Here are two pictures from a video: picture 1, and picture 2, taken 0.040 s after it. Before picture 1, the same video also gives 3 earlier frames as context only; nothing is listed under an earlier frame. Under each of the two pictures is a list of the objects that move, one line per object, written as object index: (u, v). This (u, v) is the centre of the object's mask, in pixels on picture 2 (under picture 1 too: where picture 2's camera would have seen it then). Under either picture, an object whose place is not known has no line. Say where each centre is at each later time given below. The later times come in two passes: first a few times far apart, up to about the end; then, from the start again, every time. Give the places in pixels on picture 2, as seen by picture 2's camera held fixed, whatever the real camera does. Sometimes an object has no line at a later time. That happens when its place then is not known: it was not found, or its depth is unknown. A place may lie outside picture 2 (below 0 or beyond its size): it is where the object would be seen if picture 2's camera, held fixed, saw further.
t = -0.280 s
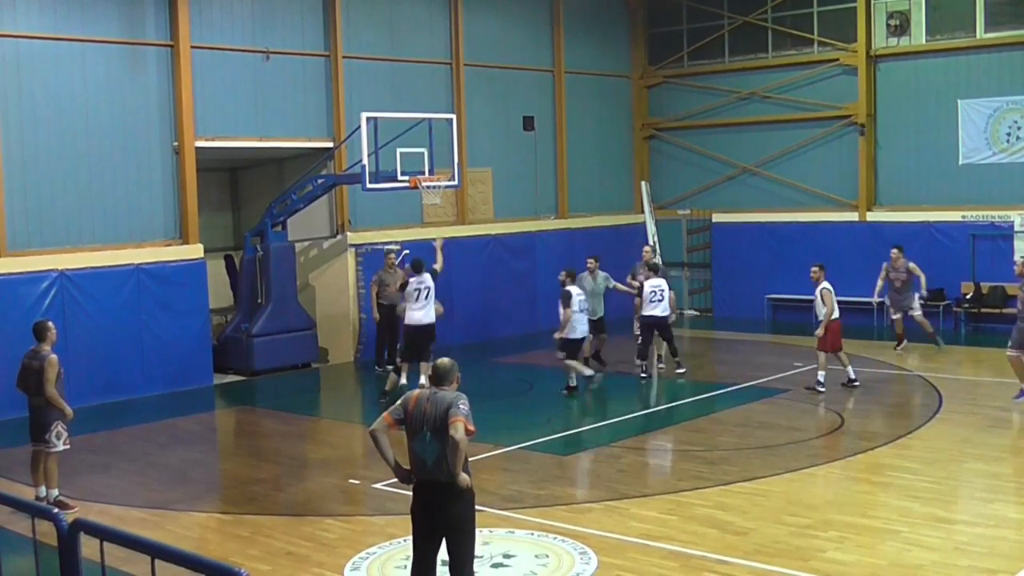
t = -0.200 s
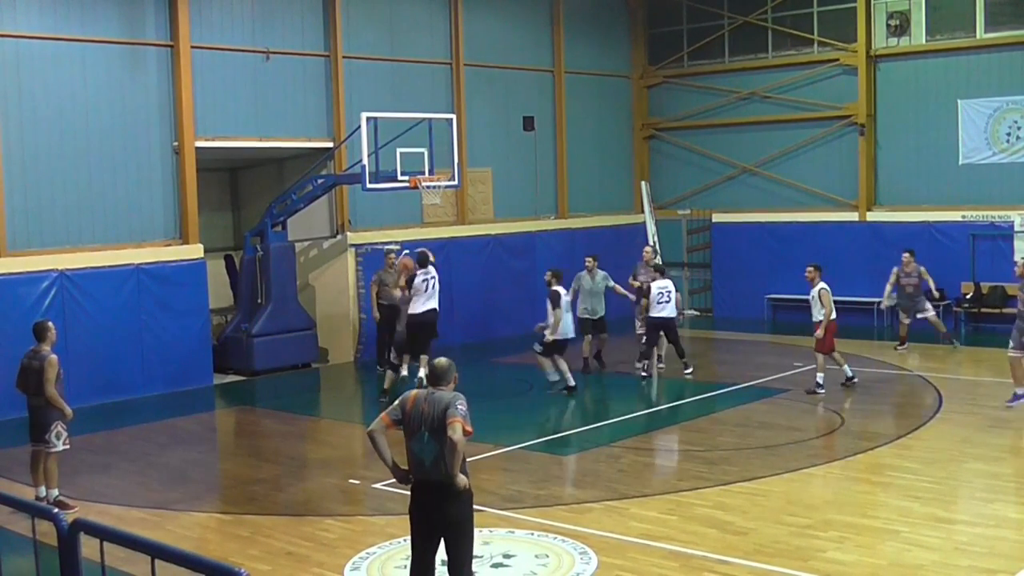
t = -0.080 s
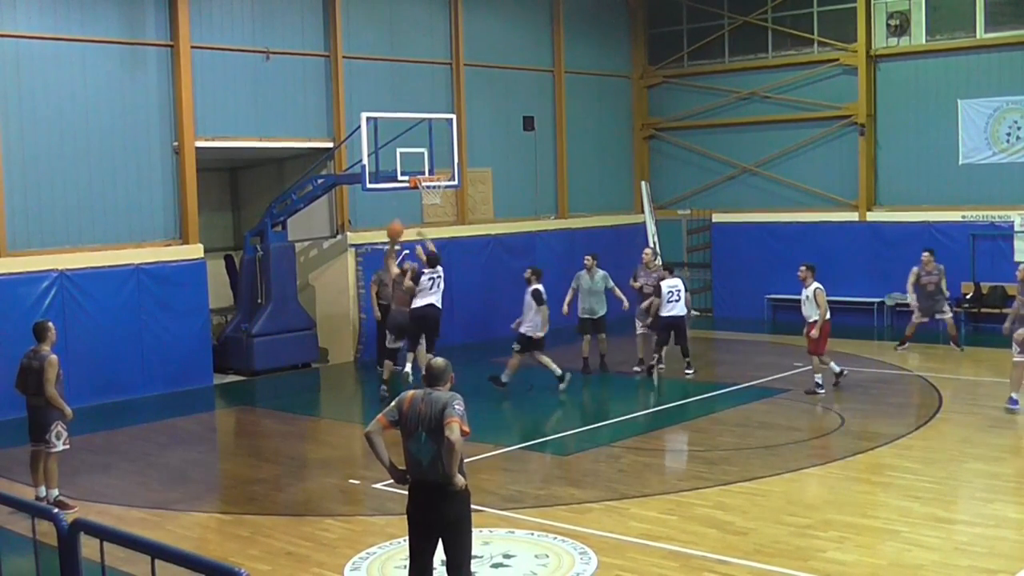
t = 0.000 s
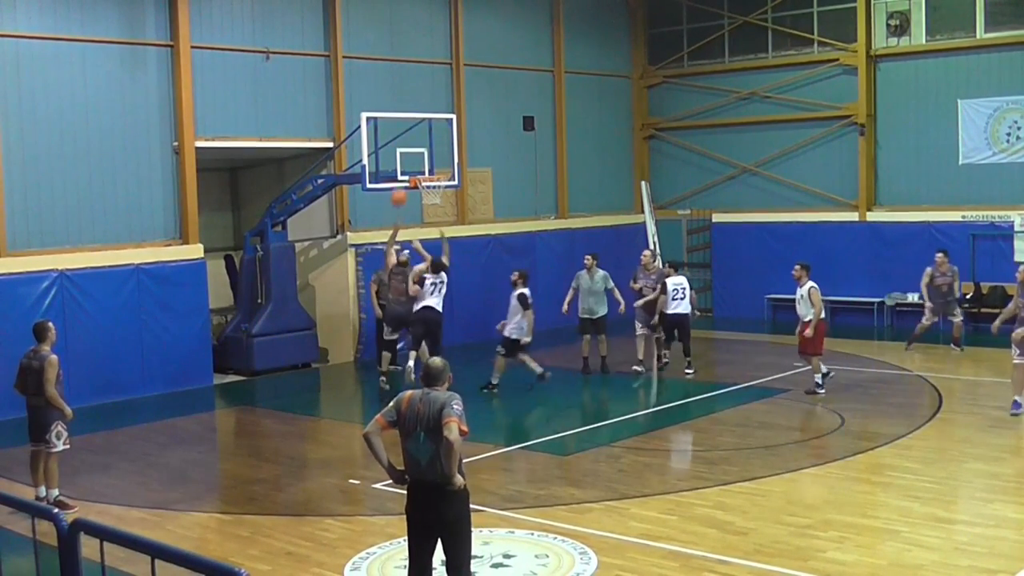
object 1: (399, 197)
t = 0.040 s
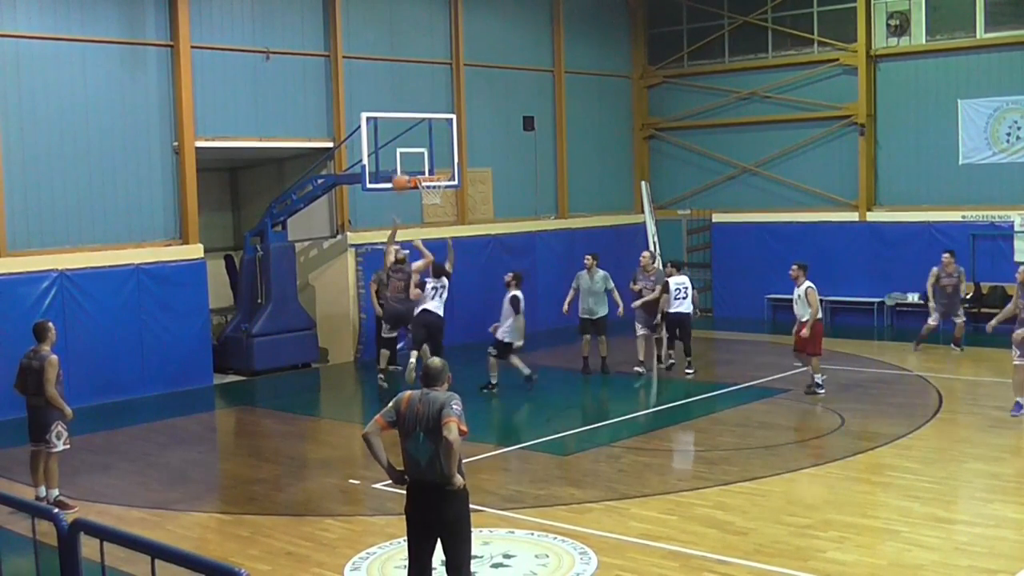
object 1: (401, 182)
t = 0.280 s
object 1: (412, 118)
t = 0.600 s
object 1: (429, 95)
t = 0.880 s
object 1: (446, 134)
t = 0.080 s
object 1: (402, 168)
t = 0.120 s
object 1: (404, 156)
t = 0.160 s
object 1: (406, 144)
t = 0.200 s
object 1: (408, 134)
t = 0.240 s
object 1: (410, 126)
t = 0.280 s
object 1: (412, 118)
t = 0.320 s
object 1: (414, 111)
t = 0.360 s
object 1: (416, 105)
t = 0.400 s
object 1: (418, 100)
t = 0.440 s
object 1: (420, 97)
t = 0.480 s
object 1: (422, 96)
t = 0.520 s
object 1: (425, 94)
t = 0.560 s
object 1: (427, 94)
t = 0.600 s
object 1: (429, 95)
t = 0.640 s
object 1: (432, 98)
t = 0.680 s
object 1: (434, 101)
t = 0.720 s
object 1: (436, 104)
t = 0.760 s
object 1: (439, 110)
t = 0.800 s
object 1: (441, 117)
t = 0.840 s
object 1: (444, 125)
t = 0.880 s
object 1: (446, 134)
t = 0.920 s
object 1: (449, 143)
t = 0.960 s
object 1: (451, 154)
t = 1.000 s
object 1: (454, 166)
